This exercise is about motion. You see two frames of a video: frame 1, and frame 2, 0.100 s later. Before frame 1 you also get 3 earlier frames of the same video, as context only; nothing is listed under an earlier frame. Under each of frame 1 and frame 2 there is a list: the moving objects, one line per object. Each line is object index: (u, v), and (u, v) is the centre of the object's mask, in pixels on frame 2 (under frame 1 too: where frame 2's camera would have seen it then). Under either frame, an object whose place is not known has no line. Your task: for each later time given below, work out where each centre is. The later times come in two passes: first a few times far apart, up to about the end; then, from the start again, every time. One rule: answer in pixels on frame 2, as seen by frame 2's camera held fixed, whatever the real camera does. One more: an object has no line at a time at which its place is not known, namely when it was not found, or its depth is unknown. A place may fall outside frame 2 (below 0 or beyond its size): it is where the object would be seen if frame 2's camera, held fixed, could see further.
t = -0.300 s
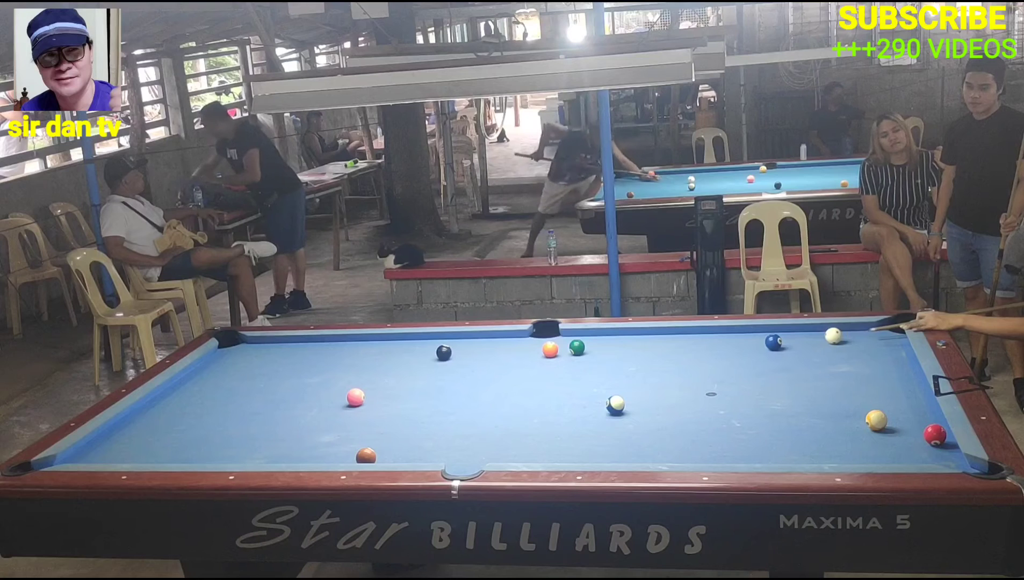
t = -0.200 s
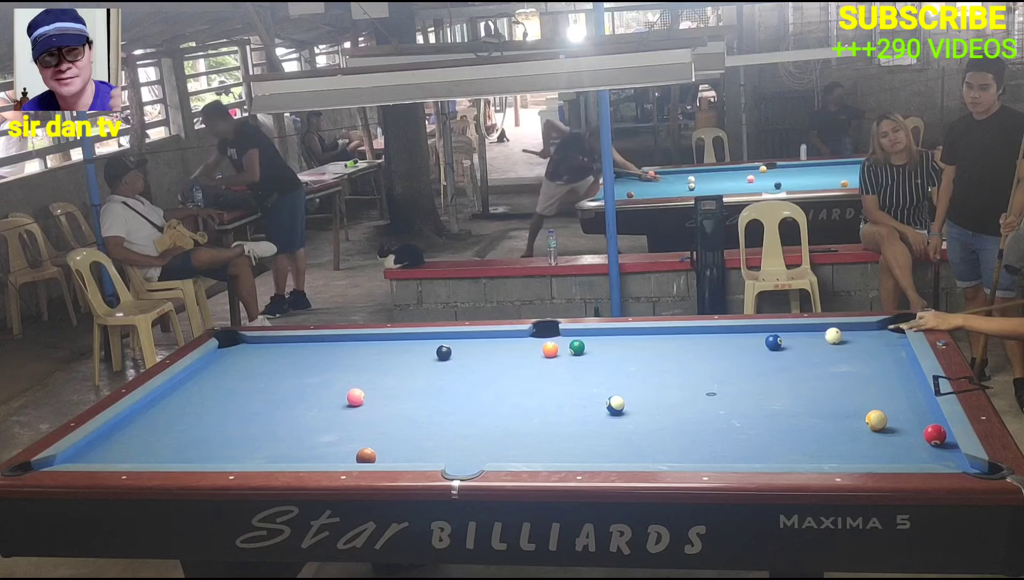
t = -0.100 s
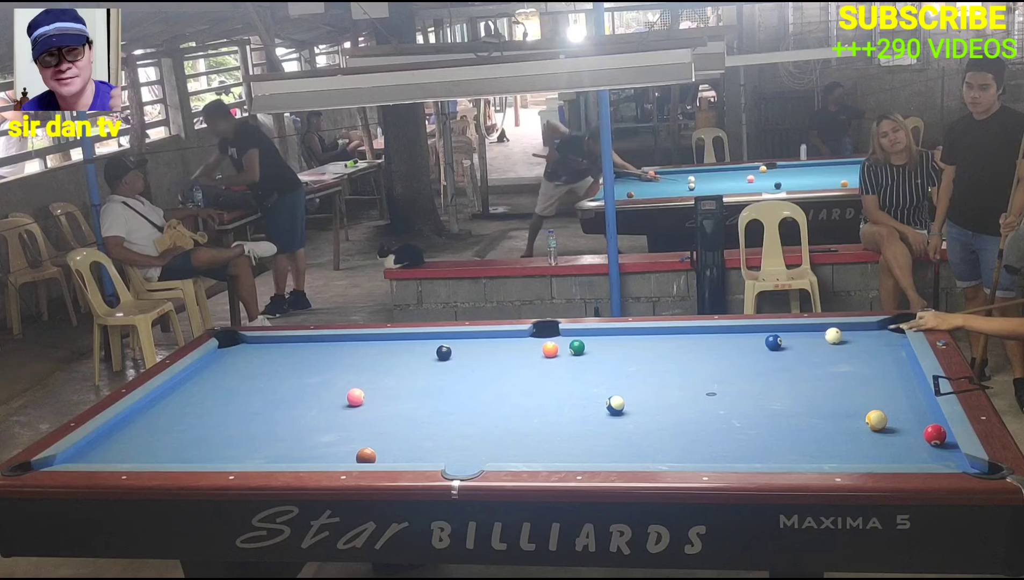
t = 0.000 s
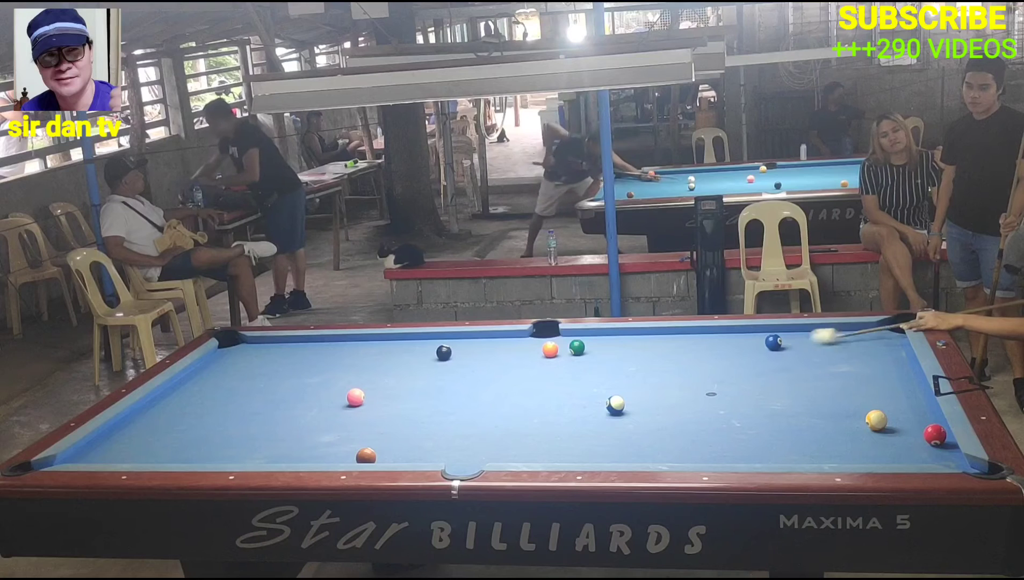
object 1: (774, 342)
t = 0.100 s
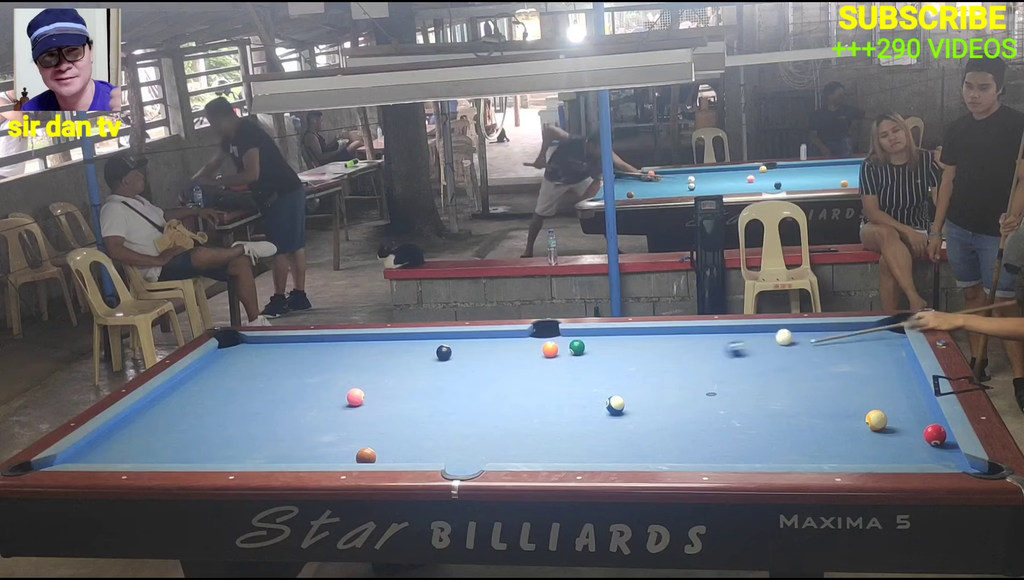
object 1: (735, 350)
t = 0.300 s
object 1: (619, 369)
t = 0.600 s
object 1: (453, 396)
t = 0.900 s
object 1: (276, 427)
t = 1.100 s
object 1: (151, 449)
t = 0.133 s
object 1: (714, 353)
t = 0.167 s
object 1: (694, 356)
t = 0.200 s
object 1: (674, 359)
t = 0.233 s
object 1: (655, 362)
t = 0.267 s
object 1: (637, 366)
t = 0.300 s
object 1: (619, 369)
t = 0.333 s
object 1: (601, 371)
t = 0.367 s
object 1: (583, 374)
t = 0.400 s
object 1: (565, 378)
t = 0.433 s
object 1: (547, 380)
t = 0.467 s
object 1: (528, 384)
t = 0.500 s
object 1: (510, 386)
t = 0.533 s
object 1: (491, 390)
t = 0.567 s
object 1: (472, 393)
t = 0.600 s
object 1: (453, 396)
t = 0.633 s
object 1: (434, 399)
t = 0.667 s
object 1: (415, 403)
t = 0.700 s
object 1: (396, 406)
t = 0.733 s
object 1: (377, 409)
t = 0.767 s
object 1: (357, 413)
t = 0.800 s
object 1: (337, 416)
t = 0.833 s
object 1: (316, 420)
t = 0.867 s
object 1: (296, 423)
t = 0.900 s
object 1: (276, 427)
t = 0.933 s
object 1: (255, 431)
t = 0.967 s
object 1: (235, 434)
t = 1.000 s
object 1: (214, 438)
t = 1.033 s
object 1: (193, 441)
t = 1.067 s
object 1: (172, 445)
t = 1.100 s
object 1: (151, 449)
